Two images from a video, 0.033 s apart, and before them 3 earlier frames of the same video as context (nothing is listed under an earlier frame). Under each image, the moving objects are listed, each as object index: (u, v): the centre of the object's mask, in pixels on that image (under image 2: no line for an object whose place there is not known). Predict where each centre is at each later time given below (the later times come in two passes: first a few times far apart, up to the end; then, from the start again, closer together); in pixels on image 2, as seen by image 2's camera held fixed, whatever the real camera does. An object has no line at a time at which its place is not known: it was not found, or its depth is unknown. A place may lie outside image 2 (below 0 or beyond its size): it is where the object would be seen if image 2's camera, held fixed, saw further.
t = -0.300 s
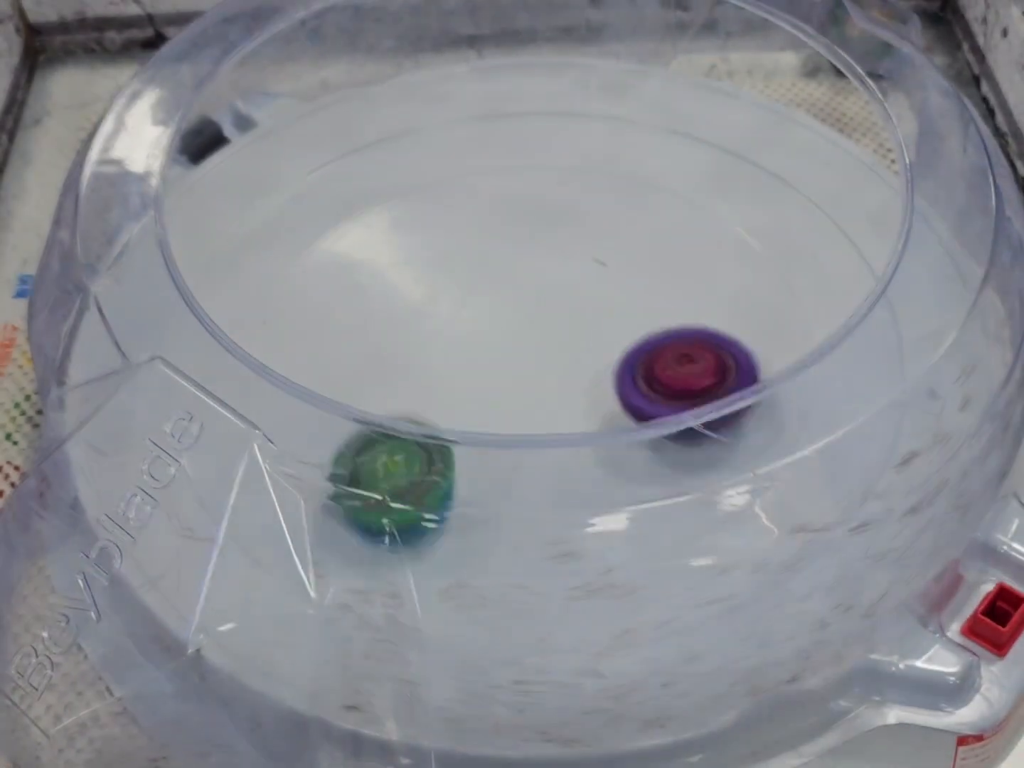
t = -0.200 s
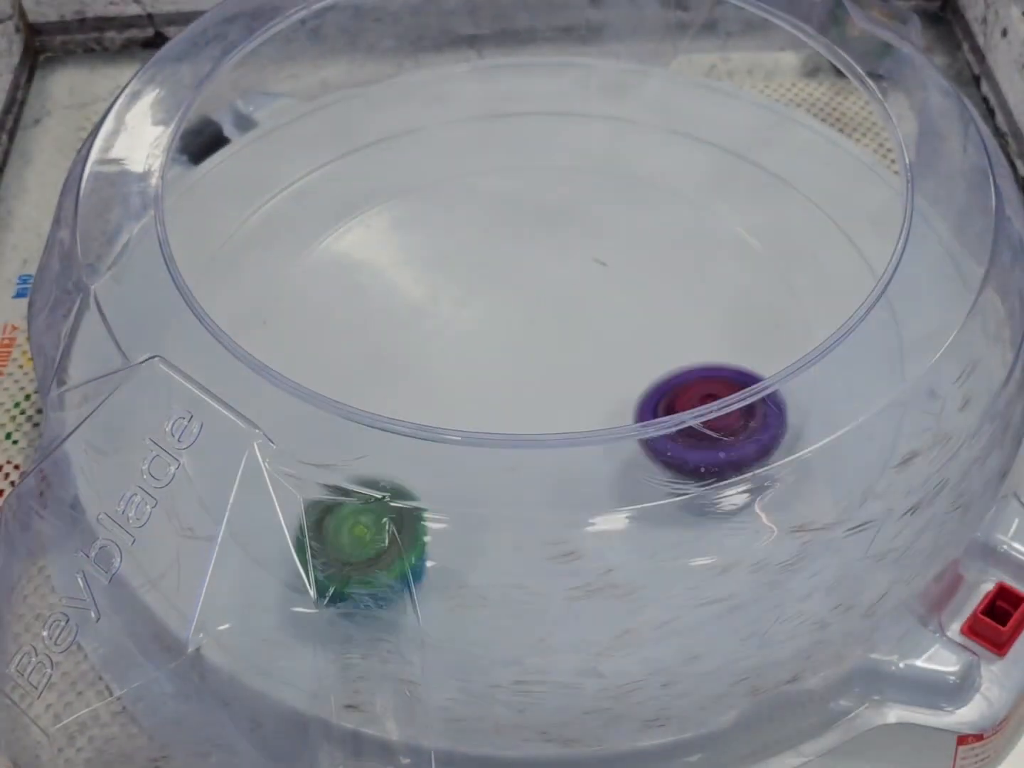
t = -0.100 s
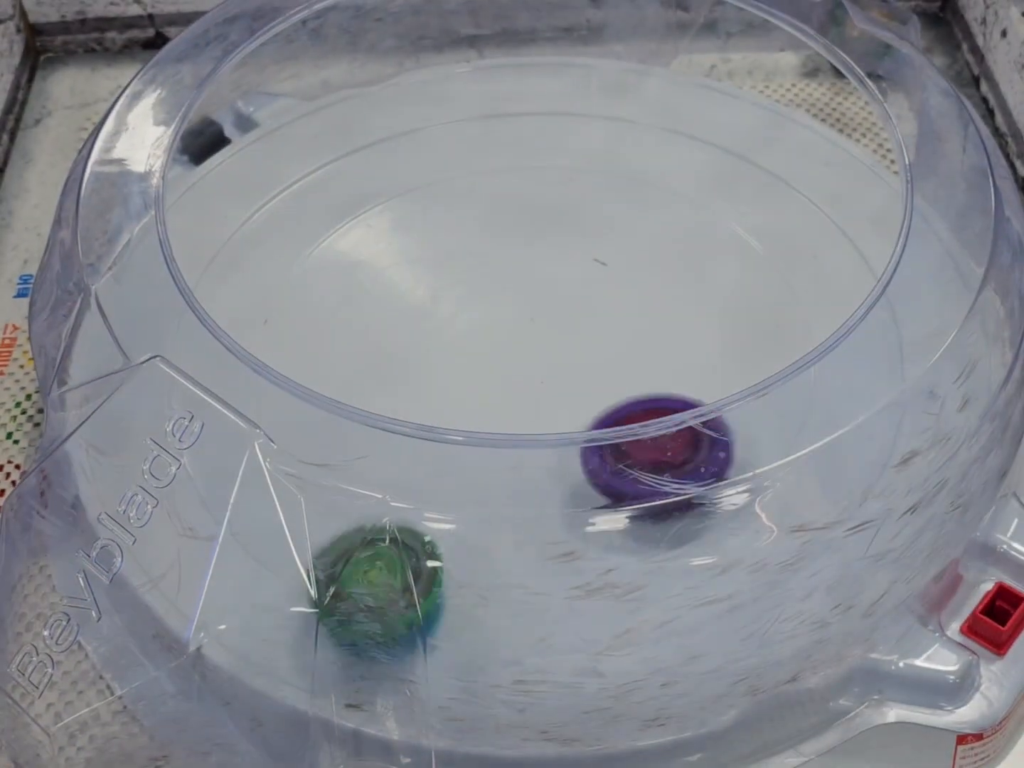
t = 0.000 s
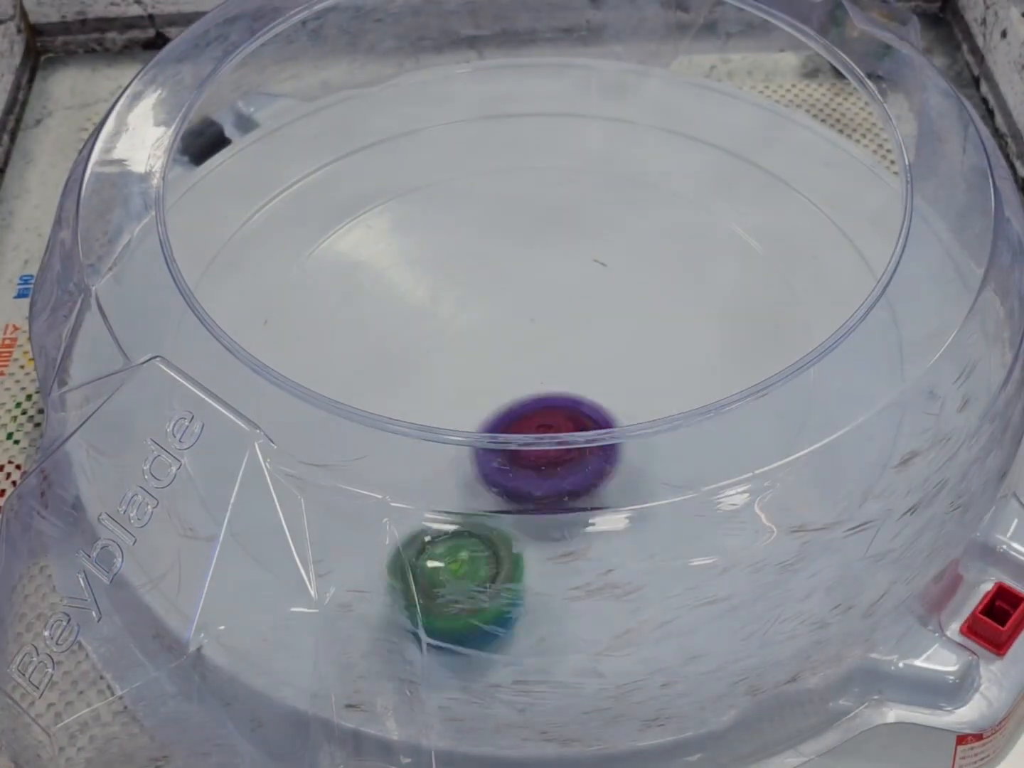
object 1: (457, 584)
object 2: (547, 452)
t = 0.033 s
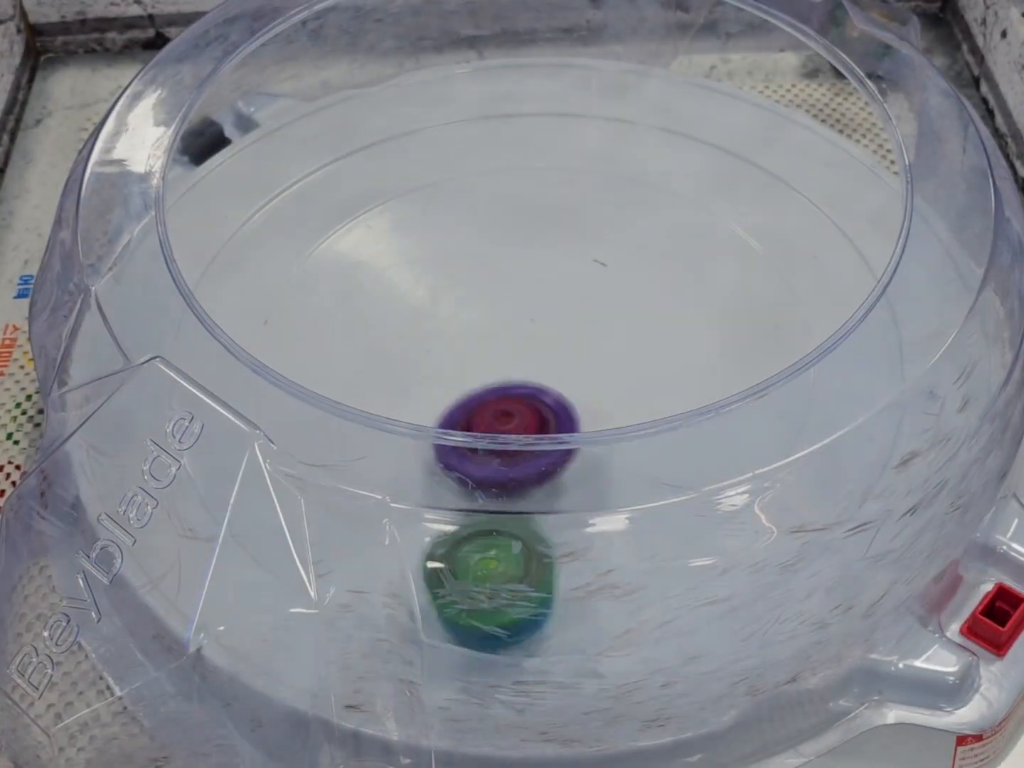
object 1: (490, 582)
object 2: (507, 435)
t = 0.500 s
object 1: (846, 438)
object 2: (574, 190)
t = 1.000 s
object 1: (827, 401)
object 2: (407, 380)
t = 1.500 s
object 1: (554, 378)
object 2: (548, 170)
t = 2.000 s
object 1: (453, 388)
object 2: (636, 448)
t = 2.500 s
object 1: (241, 265)
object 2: (671, 281)
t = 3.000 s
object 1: (519, 463)
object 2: (568, 371)
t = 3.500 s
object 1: (544, 396)
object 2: (526, 274)
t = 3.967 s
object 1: (507, 499)
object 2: (529, 254)
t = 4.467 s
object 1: (318, 541)
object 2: (621, 315)
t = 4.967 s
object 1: (180, 353)
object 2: (508, 320)
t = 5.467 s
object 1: (293, 188)
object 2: (538, 323)
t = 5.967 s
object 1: (505, 102)
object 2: (523, 304)
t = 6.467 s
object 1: (694, 124)
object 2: (445, 332)
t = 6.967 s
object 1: (845, 260)
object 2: (525, 373)
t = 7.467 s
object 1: (819, 489)
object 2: (512, 335)
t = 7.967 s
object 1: (521, 598)
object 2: (469, 386)
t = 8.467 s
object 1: (251, 484)
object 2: (609, 378)
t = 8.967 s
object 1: (222, 270)
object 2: (554, 314)
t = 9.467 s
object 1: (367, 131)
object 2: (531, 358)
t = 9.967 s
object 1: (575, 109)
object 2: (549, 342)
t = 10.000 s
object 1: (587, 112)
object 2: (545, 344)
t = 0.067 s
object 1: (524, 580)
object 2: (471, 414)
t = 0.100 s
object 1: (560, 580)
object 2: (440, 384)
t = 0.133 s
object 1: (598, 577)
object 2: (417, 353)
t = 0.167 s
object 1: (637, 576)
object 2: (407, 318)
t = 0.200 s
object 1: (674, 580)
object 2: (405, 285)
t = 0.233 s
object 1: (712, 576)
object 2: (410, 253)
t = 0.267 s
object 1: (741, 562)
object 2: (420, 228)
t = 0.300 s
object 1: (762, 538)
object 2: (436, 206)
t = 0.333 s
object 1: (781, 519)
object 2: (453, 191)
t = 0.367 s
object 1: (801, 502)
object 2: (475, 180)
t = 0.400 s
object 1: (816, 484)
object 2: (498, 174)
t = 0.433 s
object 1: (830, 467)
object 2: (523, 175)
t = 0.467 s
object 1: (840, 454)
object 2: (549, 180)
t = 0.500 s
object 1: (846, 438)
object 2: (574, 190)
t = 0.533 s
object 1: (848, 427)
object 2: (600, 205)
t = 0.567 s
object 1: (847, 417)
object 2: (625, 223)
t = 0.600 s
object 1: (847, 408)
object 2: (648, 245)
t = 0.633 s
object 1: (841, 397)
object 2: (669, 269)
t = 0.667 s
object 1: (841, 395)
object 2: (688, 296)
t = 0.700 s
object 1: (822, 379)
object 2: (703, 324)
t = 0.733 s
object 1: (845, 391)
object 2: (697, 346)
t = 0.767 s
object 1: (869, 398)
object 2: (671, 365)
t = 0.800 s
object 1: (893, 406)
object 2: (639, 381)
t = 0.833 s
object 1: (889, 402)
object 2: (602, 394)
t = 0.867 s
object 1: (878, 408)
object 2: (562, 415)
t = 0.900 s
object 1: (868, 408)
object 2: (517, 419)
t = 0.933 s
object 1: (856, 407)
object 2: (474, 415)
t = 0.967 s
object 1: (843, 407)
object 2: (439, 393)
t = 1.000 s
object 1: (827, 401)
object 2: (407, 380)
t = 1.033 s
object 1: (810, 394)
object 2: (382, 364)
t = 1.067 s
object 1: (788, 393)
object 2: (369, 344)
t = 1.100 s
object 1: (758, 384)
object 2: (367, 320)
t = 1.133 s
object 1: (719, 362)
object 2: (371, 297)
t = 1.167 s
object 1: (687, 357)
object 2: (382, 276)
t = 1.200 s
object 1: (649, 342)
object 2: (399, 257)
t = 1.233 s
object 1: (608, 324)
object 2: (422, 241)
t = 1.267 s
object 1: (567, 304)
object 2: (450, 229)
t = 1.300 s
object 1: (552, 302)
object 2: (467, 211)
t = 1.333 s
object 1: (554, 313)
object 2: (476, 191)
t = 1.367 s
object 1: (552, 327)
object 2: (487, 177)
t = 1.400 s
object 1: (550, 342)
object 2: (501, 168)
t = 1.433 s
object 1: (548, 356)
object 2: (516, 164)
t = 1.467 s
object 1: (549, 369)
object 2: (531, 165)
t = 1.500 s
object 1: (554, 378)
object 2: (548, 170)
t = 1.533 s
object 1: (559, 384)
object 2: (565, 181)
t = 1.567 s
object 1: (562, 387)
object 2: (582, 195)
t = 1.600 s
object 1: (563, 387)
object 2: (600, 214)
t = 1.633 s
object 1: (566, 384)
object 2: (617, 235)
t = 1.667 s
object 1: (570, 380)
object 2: (633, 260)
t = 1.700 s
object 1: (574, 374)
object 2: (649, 286)
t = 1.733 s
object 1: (555, 385)
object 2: (672, 300)
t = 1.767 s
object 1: (538, 392)
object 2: (690, 314)
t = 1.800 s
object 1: (524, 398)
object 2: (702, 332)
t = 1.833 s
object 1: (515, 400)
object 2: (704, 351)
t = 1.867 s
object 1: (510, 413)
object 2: (695, 366)
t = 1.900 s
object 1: (509, 413)
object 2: (683, 393)
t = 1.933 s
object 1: (512, 412)
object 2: (659, 415)
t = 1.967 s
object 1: (493, 398)
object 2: (641, 424)
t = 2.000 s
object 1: (453, 388)
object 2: (636, 448)
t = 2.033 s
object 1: (420, 375)
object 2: (623, 457)
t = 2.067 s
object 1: (392, 357)
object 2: (603, 461)
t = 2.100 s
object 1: (370, 342)
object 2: (580, 463)
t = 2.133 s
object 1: (354, 327)
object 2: (551, 456)
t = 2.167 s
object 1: (343, 315)
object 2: (521, 435)
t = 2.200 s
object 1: (337, 307)
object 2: (491, 420)
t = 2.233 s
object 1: (336, 304)
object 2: (466, 392)
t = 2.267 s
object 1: (339, 304)
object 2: (444, 368)
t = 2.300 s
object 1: (287, 277)
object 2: (472, 351)
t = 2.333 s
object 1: (227, 246)
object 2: (509, 335)
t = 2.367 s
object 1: (176, 228)
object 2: (546, 318)
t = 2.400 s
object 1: (174, 225)
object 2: (584, 303)
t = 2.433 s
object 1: (200, 236)
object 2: (618, 291)
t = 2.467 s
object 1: (223, 252)
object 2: (647, 284)
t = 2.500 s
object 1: (241, 265)
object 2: (671, 281)
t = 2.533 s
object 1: (263, 279)
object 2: (690, 283)
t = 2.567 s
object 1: (288, 299)
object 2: (703, 291)
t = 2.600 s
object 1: (317, 321)
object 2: (711, 302)
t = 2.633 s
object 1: (351, 346)
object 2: (714, 316)
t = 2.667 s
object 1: (390, 369)
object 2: (712, 332)
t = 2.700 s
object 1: (429, 386)
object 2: (704, 348)
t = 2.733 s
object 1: (470, 415)
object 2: (686, 363)
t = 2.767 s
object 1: (513, 428)
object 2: (663, 377)
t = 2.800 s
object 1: (525, 450)
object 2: (652, 382)
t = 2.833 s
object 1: (513, 462)
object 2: (652, 381)
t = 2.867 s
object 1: (505, 486)
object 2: (645, 382)
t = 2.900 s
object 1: (502, 488)
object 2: (633, 382)
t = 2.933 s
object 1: (504, 488)
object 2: (613, 383)
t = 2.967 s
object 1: (511, 475)
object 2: (592, 380)
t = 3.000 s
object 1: (519, 463)
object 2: (568, 371)
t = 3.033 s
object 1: (511, 494)
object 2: (550, 341)
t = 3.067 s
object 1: (507, 507)
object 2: (539, 305)
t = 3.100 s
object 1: (507, 520)
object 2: (530, 274)
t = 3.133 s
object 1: (510, 527)
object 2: (524, 247)
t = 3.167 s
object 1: (515, 528)
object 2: (520, 226)
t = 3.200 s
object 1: (521, 523)
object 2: (516, 211)
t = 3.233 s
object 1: (527, 516)
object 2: (515, 201)
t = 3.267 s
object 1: (531, 505)
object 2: (514, 196)
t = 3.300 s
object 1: (533, 495)
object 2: (514, 196)
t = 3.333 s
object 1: (536, 487)
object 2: (515, 200)
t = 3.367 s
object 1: (539, 468)
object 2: (516, 208)
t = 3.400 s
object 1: (543, 449)
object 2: (518, 220)
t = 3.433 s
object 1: (544, 432)
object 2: (521, 236)
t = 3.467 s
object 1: (546, 416)
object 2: (523, 254)
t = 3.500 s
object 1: (544, 396)
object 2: (526, 274)
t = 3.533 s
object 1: (541, 394)
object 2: (525, 287)
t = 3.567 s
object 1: (552, 464)
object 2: (519, 250)
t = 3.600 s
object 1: (559, 517)
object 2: (515, 221)
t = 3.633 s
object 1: (565, 567)
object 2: (512, 198)
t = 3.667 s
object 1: (572, 619)
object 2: (512, 182)
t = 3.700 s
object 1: (576, 676)
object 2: (514, 170)
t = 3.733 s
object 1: (569, 656)
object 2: (516, 165)
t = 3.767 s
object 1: (562, 626)
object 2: (519, 164)
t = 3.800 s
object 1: (553, 601)
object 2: (520, 170)
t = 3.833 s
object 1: (544, 577)
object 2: (524, 178)
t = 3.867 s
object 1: (533, 555)
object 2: (525, 193)
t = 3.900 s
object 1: (523, 534)
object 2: (528, 211)
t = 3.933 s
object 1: (514, 518)
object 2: (528, 231)
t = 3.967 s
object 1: (507, 499)
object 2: (529, 254)
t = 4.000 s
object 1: (502, 488)
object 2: (528, 278)
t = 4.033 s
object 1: (498, 461)
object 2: (527, 302)
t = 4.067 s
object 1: (496, 433)
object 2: (528, 325)
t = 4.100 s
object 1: (483, 449)
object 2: (535, 326)
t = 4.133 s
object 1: (456, 484)
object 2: (549, 307)
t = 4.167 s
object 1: (438, 504)
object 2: (561, 292)
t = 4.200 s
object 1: (423, 517)
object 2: (575, 281)
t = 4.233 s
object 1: (415, 525)
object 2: (587, 273)
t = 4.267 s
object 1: (402, 535)
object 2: (597, 271)
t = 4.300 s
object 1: (387, 544)
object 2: (608, 270)
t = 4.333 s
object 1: (370, 550)
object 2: (615, 274)
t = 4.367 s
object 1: (353, 553)
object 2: (622, 282)
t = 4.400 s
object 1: (331, 560)
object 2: (625, 290)
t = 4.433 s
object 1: (320, 554)
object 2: (624, 302)
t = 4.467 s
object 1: (318, 541)
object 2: (621, 315)
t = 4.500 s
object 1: (314, 529)
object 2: (614, 329)
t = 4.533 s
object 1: (307, 521)
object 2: (603, 345)
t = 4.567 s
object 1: (299, 505)
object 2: (591, 356)
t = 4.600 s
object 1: (289, 492)
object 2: (576, 364)
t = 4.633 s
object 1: (279, 480)
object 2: (559, 370)
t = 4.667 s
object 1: (269, 468)
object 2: (544, 371)
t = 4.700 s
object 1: (258, 456)
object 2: (528, 368)
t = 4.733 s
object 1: (248, 443)
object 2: (513, 366)
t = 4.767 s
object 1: (239, 429)
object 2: (503, 361)
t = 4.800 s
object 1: (228, 415)
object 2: (496, 354)
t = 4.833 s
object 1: (216, 400)
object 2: (493, 348)
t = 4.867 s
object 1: (204, 388)
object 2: (495, 341)
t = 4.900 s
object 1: (190, 376)
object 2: (498, 334)
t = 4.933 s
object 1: (180, 365)
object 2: (502, 327)
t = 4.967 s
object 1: (180, 353)
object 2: (508, 320)
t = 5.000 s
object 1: (187, 340)
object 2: (516, 312)
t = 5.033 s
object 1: (195, 327)
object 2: (524, 306)
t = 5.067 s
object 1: (199, 316)
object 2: (532, 303)
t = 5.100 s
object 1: (206, 305)
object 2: (543, 302)
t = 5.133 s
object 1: (211, 289)
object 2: (552, 303)
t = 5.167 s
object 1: (222, 272)
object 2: (558, 305)
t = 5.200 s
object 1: (220, 261)
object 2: (563, 308)
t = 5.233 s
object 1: (219, 250)
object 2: (567, 311)
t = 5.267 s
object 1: (219, 240)
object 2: (568, 313)
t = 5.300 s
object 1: (229, 235)
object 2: (567, 316)
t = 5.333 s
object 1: (242, 228)
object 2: (566, 320)
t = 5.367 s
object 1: (254, 220)
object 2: (562, 321)
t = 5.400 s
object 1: (267, 210)
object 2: (555, 322)
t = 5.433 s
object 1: (280, 199)
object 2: (547, 323)
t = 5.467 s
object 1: (293, 188)
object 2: (538, 323)
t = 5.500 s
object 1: (306, 175)
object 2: (529, 321)
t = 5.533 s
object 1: (319, 163)
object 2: (520, 317)
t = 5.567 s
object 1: (332, 150)
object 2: (511, 313)
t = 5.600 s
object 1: (346, 137)
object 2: (504, 309)
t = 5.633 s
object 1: (361, 130)
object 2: (499, 305)
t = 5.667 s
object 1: (379, 129)
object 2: (496, 300)
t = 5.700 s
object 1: (395, 125)
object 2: (493, 296)
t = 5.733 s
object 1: (412, 121)
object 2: (492, 293)
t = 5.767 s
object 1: (427, 116)
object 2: (494, 292)
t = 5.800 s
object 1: (442, 111)
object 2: (497, 291)
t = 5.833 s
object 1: (457, 104)
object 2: (501, 292)
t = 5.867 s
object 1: (471, 100)
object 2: (507, 293)
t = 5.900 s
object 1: (483, 99)
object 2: (511, 296)
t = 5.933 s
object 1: (494, 101)
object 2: (516, 300)
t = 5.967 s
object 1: (505, 102)
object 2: (523, 304)
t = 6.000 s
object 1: (516, 103)
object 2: (528, 308)
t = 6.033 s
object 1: (530, 103)
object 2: (530, 313)
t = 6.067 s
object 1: (544, 102)
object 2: (530, 320)
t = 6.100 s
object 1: (558, 101)
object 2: (528, 326)
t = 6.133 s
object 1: (573, 99)
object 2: (523, 332)
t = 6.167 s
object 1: (587, 98)
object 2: (516, 338)
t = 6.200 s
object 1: (598, 99)
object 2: (507, 343)
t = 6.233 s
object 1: (608, 102)
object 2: (497, 346)
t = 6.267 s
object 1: (617, 106)
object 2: (486, 348)
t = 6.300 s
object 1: (627, 110)
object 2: (475, 349)
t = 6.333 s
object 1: (639, 113)
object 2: (466, 348)
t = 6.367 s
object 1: (653, 116)
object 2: (458, 346)
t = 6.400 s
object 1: (666, 120)
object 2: (451, 342)
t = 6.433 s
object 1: (680, 122)
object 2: (447, 337)
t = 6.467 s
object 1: (694, 124)
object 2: (445, 332)
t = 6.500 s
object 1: (708, 128)
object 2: (446, 327)
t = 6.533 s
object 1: (721, 132)
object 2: (449, 322)
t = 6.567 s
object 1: (733, 139)
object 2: (456, 317)
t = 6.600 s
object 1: (744, 147)
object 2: (465, 314)
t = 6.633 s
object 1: (755, 154)
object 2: (475, 310)
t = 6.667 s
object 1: (766, 162)
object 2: (486, 309)
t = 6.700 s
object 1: (778, 170)
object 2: (497, 310)
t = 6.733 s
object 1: (790, 179)
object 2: (508, 312)
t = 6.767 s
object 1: (801, 190)
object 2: (517, 317)
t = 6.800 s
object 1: (811, 202)
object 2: (525, 325)
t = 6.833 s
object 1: (822, 214)
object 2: (530, 334)
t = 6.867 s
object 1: (831, 225)
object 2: (532, 344)
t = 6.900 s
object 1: (839, 238)
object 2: (533, 354)
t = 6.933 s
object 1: (843, 249)
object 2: (530, 364)
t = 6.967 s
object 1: (845, 260)
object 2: (525, 373)
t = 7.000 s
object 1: (858, 277)
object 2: (517, 380)
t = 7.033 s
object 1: (864, 293)
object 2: (508, 384)
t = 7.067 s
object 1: (873, 309)
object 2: (497, 386)
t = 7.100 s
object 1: (873, 323)
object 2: (485, 386)
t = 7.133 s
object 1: (876, 338)
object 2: (473, 384)
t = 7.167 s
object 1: (881, 356)
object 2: (461, 380)
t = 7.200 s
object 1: (881, 373)
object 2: (451, 375)
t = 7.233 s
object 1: (877, 386)
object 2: (444, 366)
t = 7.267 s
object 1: (874, 402)
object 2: (442, 356)
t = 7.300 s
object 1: (870, 419)
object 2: (445, 348)
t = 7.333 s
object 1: (863, 434)
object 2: (452, 341)
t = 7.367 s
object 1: (855, 450)
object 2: (464, 336)
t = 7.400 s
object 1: (844, 461)
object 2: (479, 334)
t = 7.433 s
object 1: (833, 475)
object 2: (495, 334)
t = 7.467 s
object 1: (819, 489)
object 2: (512, 335)
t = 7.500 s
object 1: (807, 503)
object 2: (527, 339)
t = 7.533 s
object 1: (790, 516)
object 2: (540, 345)
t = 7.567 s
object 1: (775, 530)
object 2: (551, 352)
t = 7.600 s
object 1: (757, 542)
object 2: (558, 360)
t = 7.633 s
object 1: (739, 552)
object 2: (563, 370)
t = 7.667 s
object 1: (720, 559)
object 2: (564, 379)
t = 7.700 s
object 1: (701, 570)
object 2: (561, 386)
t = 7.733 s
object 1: (680, 578)
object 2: (556, 391)
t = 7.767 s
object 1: (659, 584)
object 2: (547, 395)
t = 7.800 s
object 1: (636, 589)
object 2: (535, 398)
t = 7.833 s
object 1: (614, 592)
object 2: (521, 399)
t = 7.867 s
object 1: (591, 595)
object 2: (505, 399)
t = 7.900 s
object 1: (567, 597)
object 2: (492, 397)
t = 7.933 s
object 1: (542, 598)
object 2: (479, 393)
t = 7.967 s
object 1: (521, 598)
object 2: (469, 386)
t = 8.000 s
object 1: (497, 596)
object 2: (465, 375)
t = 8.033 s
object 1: (474, 595)
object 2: (467, 361)
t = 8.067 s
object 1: (453, 591)
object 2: (475, 350)
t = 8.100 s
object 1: (430, 585)
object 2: (486, 340)
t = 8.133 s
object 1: (409, 580)
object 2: (502, 332)
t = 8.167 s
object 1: (387, 572)
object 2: (518, 327)
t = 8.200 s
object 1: (370, 562)
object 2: (534, 325)
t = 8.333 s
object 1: (299, 527)
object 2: (597, 337)
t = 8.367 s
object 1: (285, 518)
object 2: (606, 348)
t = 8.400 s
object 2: (611, 357)
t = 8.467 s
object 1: (251, 484)
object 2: (609, 378)
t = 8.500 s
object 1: (244, 475)
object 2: (601, 383)
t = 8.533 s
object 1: (237, 461)
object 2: (589, 391)
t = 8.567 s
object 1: (231, 447)
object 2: (574, 395)
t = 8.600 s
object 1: (221, 433)
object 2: (557, 395)
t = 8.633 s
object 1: (214, 419)
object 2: (541, 394)
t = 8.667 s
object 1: (206, 407)
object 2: (526, 392)
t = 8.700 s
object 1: (202, 396)
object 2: (514, 387)
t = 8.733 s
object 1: (197, 378)
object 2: (507, 379)
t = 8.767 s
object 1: (192, 368)
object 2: (504, 367)
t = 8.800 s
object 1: (198, 349)
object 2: (505, 355)
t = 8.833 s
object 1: (200, 330)
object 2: (509, 344)
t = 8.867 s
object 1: (199, 320)
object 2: (517, 334)
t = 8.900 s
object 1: (206, 299)
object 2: (527, 325)
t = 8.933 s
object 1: (211, 287)
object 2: (540, 318)
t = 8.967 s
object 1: (222, 270)
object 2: (554, 314)
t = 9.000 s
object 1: (222, 257)
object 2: (567, 312)
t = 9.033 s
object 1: (224, 246)
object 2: (579, 314)
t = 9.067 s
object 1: (230, 233)
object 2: (591, 318)
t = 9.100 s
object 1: (237, 221)
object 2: (599, 325)
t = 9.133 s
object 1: (245, 209)
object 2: (602, 332)
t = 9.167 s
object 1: (255, 199)
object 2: (602, 342)
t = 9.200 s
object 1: (266, 192)
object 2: (598, 351)
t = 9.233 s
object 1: (277, 185)
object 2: (590, 359)
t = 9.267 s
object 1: (288, 176)
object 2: (581, 364)
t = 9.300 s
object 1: (299, 168)
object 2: (570, 367)
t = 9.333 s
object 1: (312, 159)
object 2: (560, 368)
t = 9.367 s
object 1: (325, 152)
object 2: (550, 367)
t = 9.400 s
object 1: (338, 144)
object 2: (542, 365)
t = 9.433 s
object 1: (352, 137)
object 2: (536, 363)
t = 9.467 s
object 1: (367, 131)
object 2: (531, 358)
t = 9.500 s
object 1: (382, 124)
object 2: (527, 351)
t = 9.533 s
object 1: (396, 120)
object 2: (527, 343)
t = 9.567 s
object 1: (409, 116)
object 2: (527, 336)
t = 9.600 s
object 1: (421, 113)
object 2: (529, 329)
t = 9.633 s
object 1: (434, 111)
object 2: (534, 324)
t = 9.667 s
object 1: (448, 108)
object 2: (540, 320)
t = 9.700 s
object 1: (462, 107)
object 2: (546, 318)
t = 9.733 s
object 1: (476, 105)
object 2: (552, 318)
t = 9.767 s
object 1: (491, 104)
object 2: (556, 319)
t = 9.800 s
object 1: (505, 103)
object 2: (558, 322)
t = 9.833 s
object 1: (520, 103)
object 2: (559, 325)
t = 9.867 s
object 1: (534, 104)
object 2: (558, 330)
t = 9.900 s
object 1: (548, 105)
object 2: (555, 334)
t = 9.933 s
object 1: (562, 107)
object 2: (552, 339)
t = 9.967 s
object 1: (575, 109)
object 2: (549, 342)
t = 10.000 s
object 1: (587, 112)
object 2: (545, 344)
